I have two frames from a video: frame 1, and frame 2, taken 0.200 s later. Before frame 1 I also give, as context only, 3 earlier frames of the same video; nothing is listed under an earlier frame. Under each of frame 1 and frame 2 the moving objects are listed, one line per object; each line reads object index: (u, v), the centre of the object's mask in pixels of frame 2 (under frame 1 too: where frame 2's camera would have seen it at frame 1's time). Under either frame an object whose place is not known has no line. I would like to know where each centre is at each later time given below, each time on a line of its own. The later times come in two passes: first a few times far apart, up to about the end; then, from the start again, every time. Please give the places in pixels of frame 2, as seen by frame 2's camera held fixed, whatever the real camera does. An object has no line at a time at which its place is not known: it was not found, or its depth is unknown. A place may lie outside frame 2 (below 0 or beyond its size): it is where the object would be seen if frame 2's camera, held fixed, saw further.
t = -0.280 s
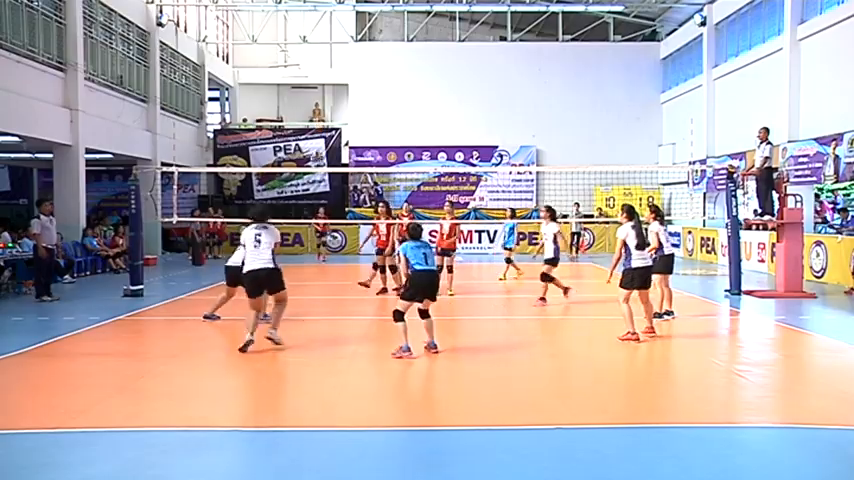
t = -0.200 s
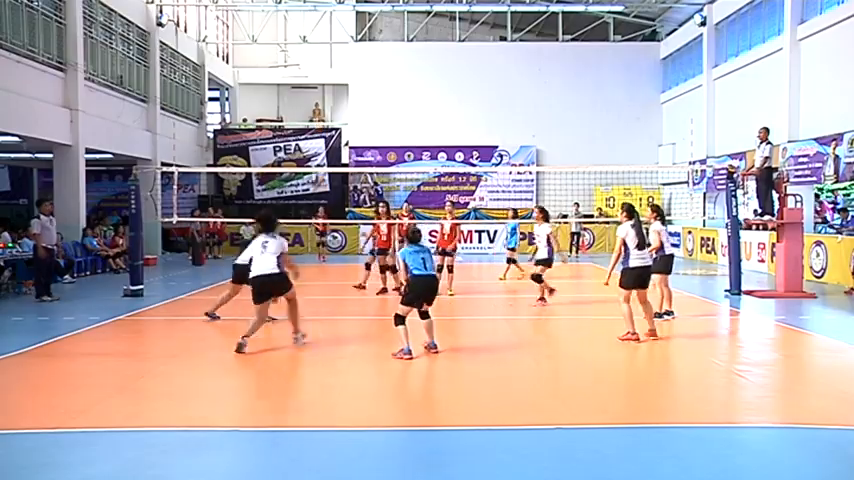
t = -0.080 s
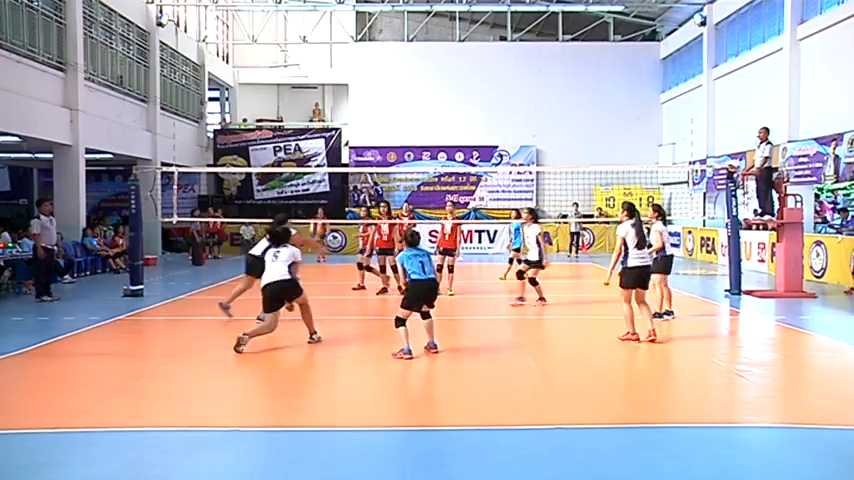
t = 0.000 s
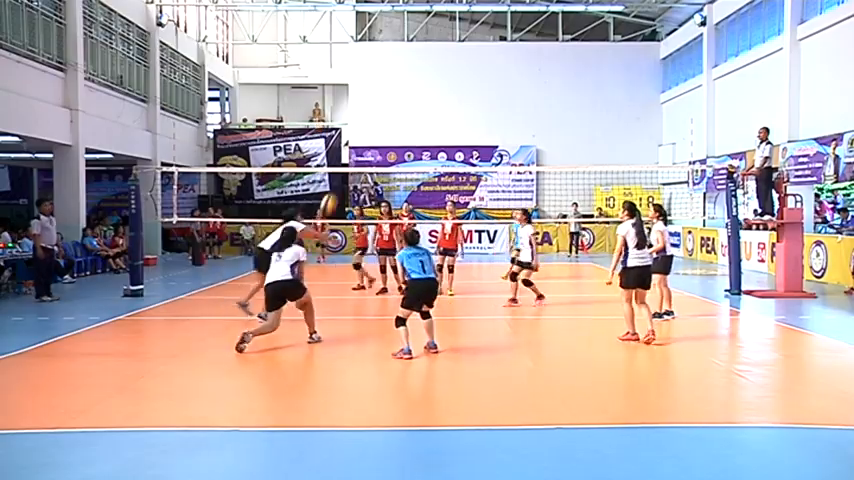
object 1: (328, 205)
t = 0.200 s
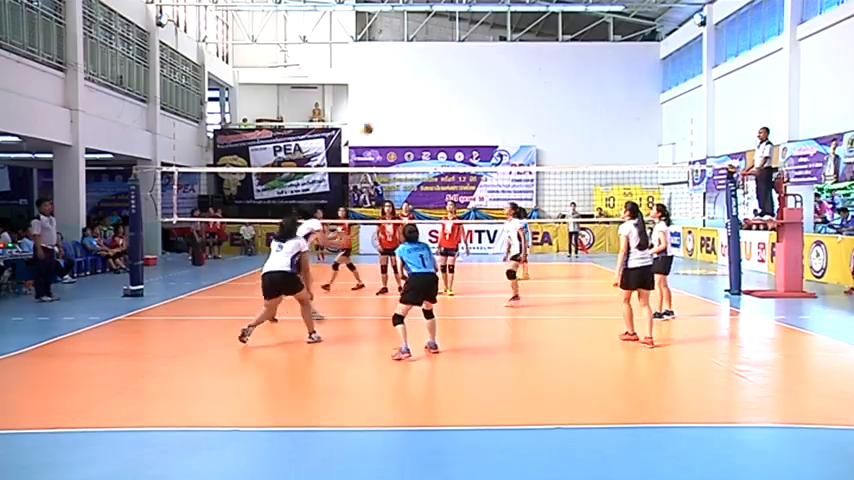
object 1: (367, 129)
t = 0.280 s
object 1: (381, 107)
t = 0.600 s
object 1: (434, 68)
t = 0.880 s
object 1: (476, 91)
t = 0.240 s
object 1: (374, 117)
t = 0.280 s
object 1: (381, 107)
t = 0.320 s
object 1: (388, 99)
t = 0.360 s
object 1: (395, 91)
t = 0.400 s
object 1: (402, 84)
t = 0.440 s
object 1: (408, 79)
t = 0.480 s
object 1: (415, 75)
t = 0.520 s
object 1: (421, 71)
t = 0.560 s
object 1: (427, 69)
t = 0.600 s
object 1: (434, 68)
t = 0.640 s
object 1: (441, 69)
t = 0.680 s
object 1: (446, 69)
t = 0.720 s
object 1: (453, 72)
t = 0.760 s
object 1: (459, 75)
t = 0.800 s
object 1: (465, 79)
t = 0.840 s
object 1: (470, 84)
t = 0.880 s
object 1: (476, 91)
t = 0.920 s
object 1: (482, 97)
